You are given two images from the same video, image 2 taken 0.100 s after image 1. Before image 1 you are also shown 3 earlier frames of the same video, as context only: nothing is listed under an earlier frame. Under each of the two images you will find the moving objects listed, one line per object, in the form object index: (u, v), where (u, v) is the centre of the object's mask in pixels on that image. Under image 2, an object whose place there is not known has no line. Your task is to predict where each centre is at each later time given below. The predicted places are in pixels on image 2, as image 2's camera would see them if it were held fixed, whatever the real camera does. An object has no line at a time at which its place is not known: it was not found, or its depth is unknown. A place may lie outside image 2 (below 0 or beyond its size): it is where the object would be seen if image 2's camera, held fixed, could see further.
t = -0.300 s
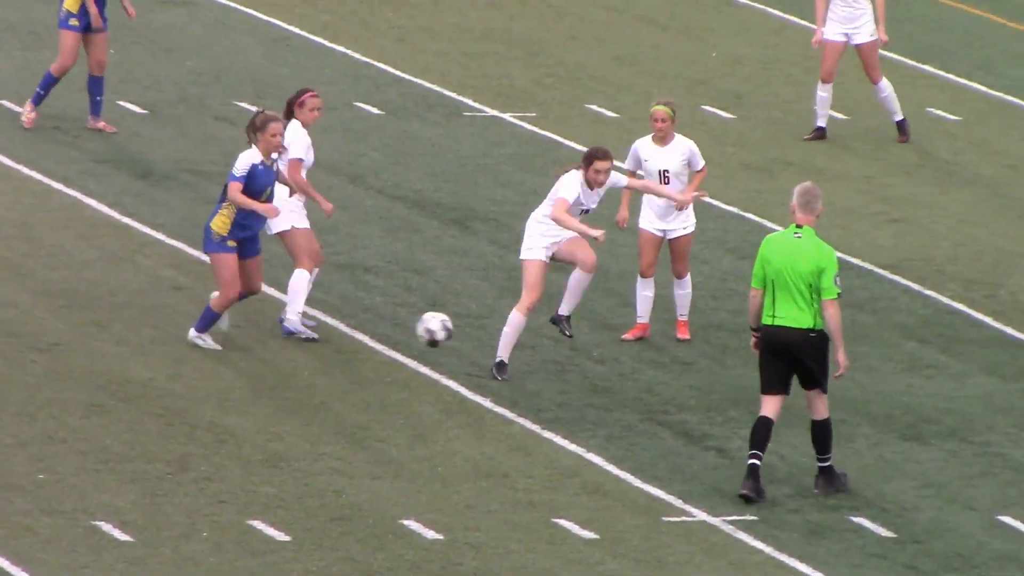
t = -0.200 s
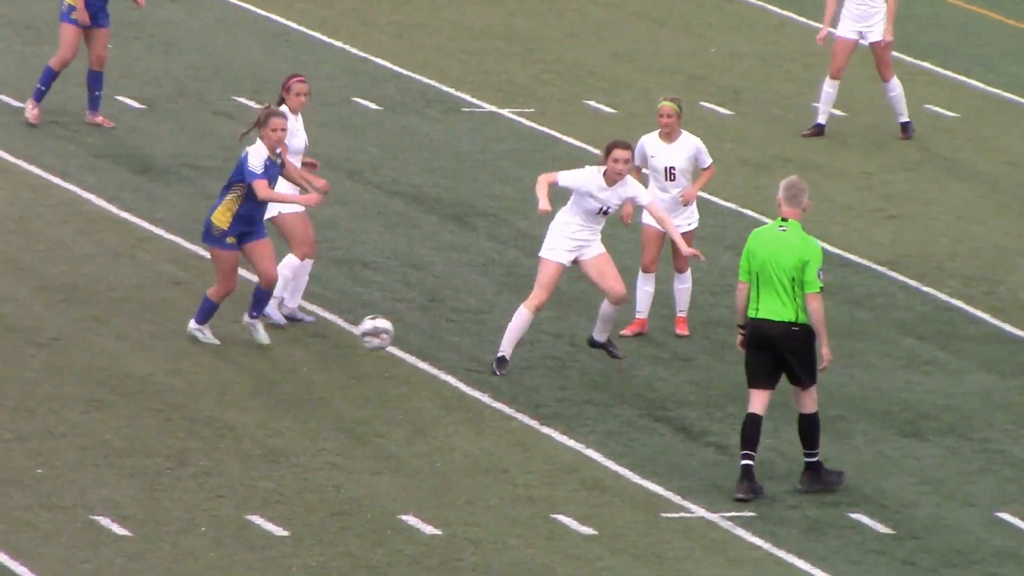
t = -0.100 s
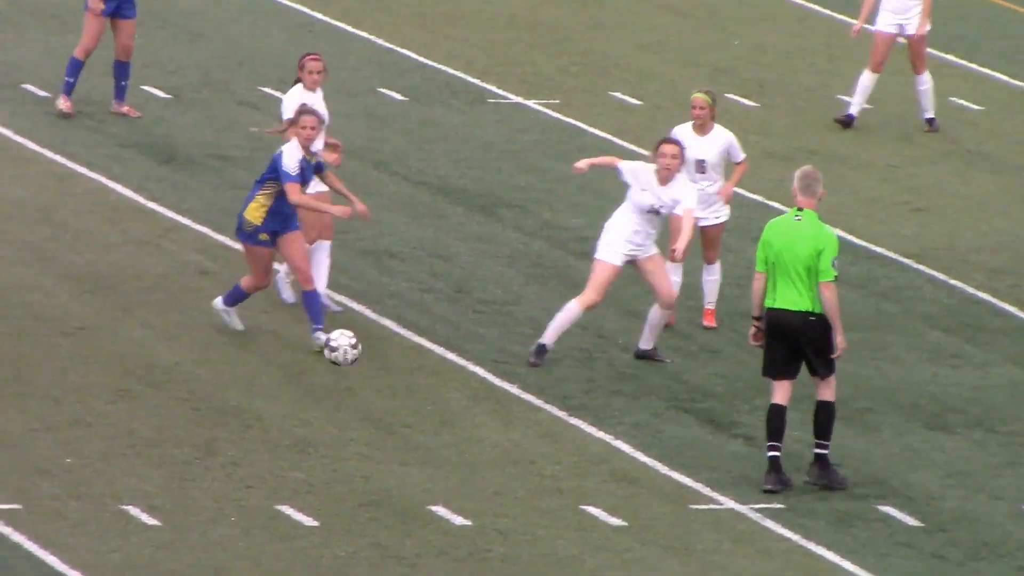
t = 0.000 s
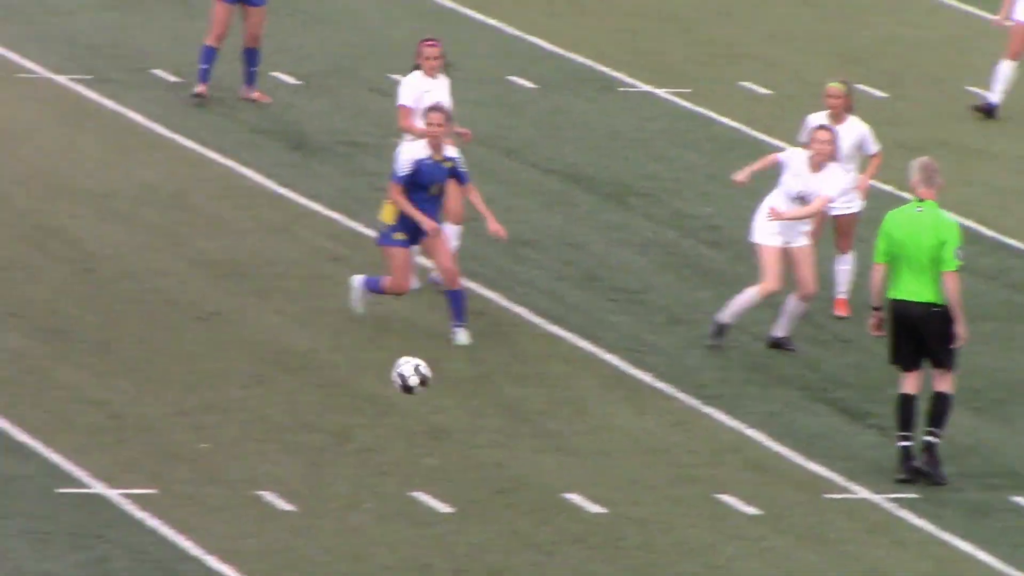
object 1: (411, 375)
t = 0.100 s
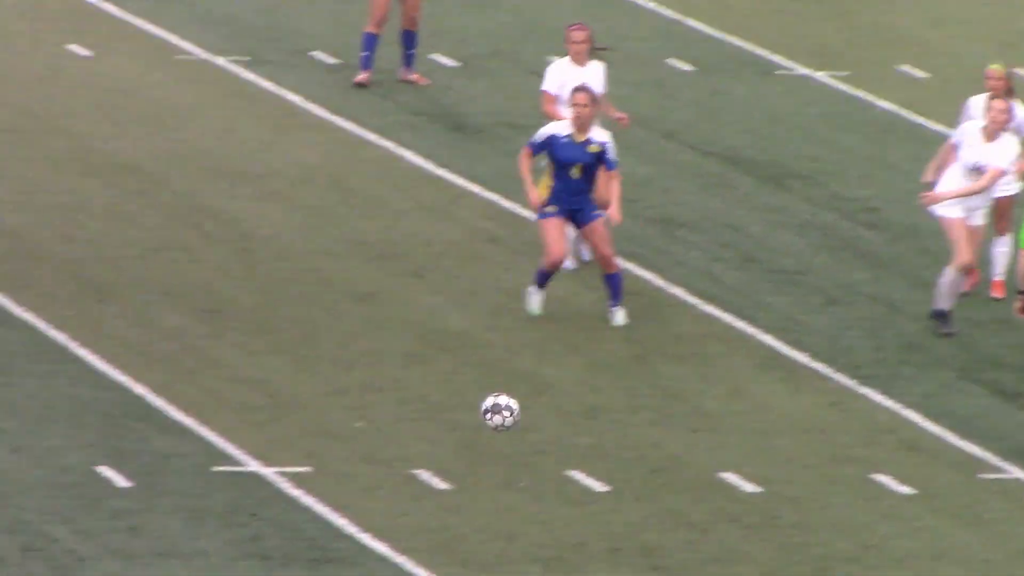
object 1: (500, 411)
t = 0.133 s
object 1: (478, 434)
